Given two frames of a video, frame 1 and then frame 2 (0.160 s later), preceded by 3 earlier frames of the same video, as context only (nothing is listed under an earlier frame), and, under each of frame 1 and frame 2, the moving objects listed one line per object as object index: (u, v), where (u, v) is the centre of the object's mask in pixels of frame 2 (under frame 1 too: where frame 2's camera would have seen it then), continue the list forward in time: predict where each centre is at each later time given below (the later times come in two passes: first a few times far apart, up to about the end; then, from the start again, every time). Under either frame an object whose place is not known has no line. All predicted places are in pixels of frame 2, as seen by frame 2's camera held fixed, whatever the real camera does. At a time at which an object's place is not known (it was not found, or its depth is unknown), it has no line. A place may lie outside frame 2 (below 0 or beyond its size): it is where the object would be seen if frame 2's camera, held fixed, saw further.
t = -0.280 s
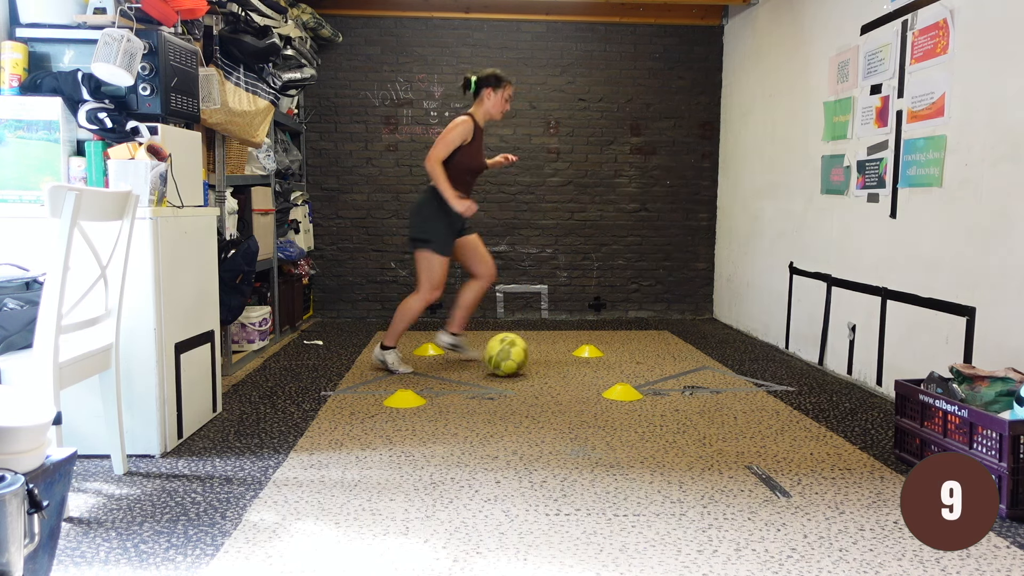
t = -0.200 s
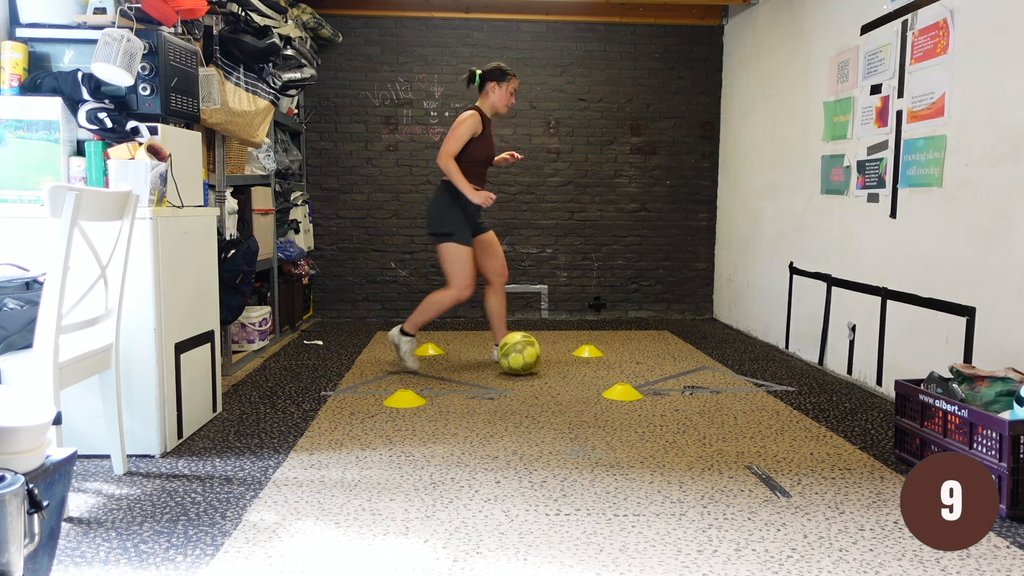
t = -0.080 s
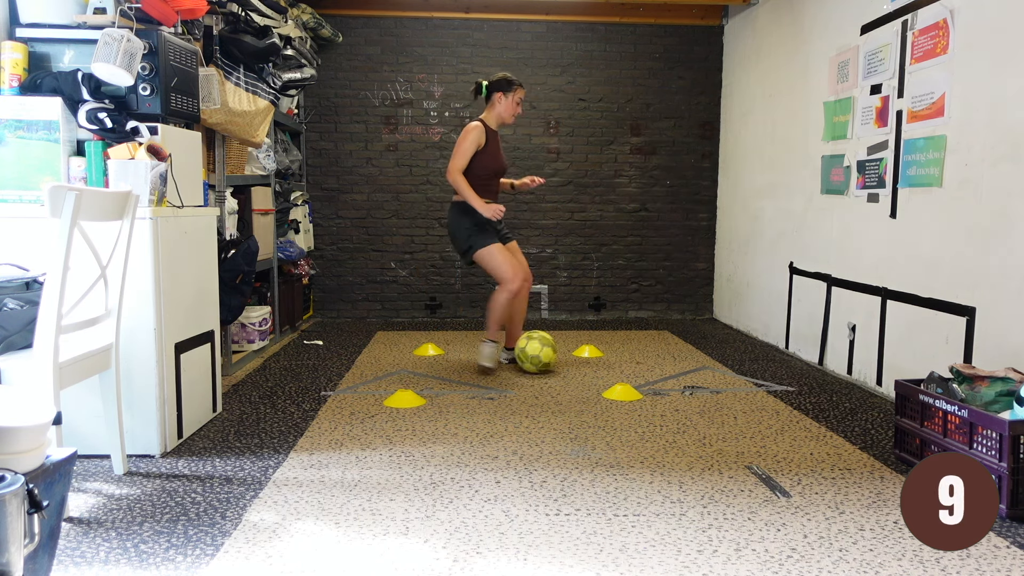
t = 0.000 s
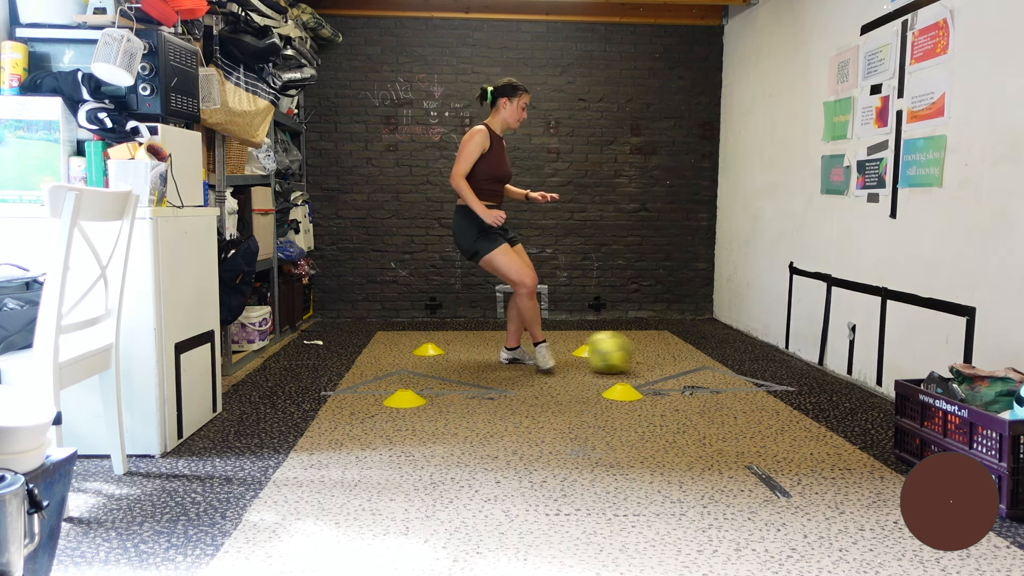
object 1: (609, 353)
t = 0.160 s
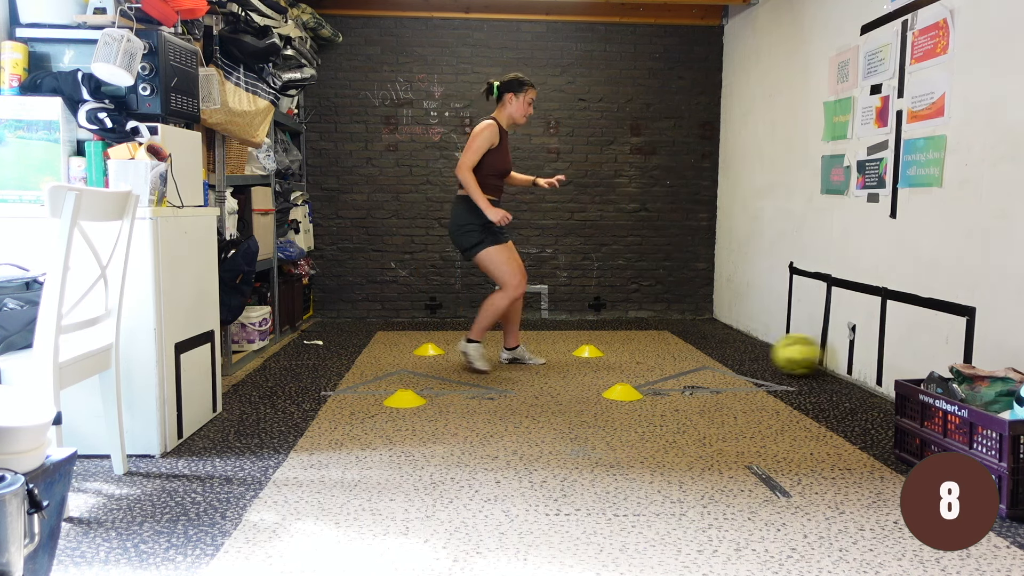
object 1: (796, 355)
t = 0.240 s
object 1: (773, 347)
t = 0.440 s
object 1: (610, 351)
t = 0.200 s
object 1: (809, 352)
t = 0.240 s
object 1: (773, 347)
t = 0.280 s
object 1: (740, 346)
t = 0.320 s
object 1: (707, 346)
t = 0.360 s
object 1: (671, 352)
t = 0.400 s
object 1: (637, 356)
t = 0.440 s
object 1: (610, 351)
